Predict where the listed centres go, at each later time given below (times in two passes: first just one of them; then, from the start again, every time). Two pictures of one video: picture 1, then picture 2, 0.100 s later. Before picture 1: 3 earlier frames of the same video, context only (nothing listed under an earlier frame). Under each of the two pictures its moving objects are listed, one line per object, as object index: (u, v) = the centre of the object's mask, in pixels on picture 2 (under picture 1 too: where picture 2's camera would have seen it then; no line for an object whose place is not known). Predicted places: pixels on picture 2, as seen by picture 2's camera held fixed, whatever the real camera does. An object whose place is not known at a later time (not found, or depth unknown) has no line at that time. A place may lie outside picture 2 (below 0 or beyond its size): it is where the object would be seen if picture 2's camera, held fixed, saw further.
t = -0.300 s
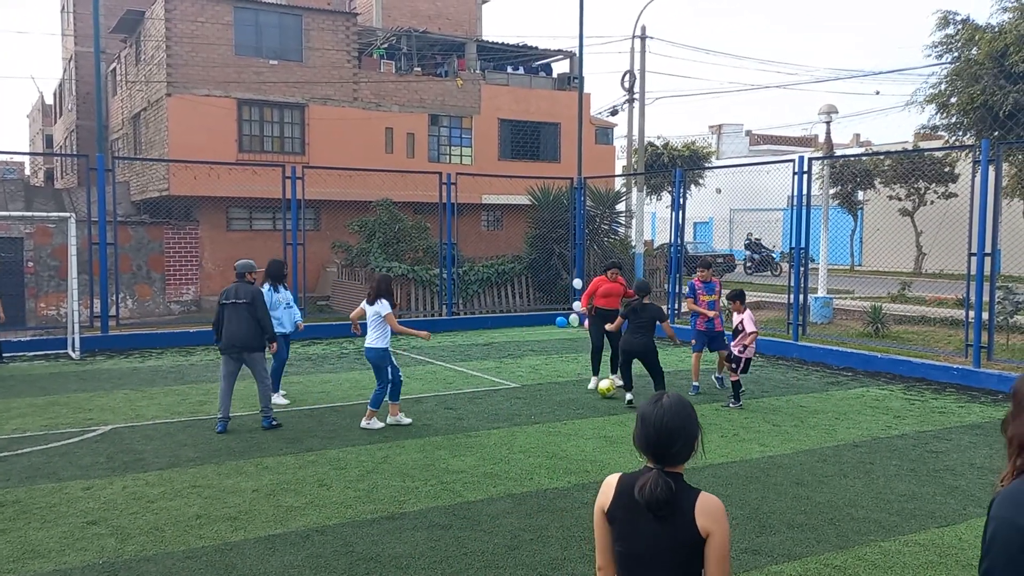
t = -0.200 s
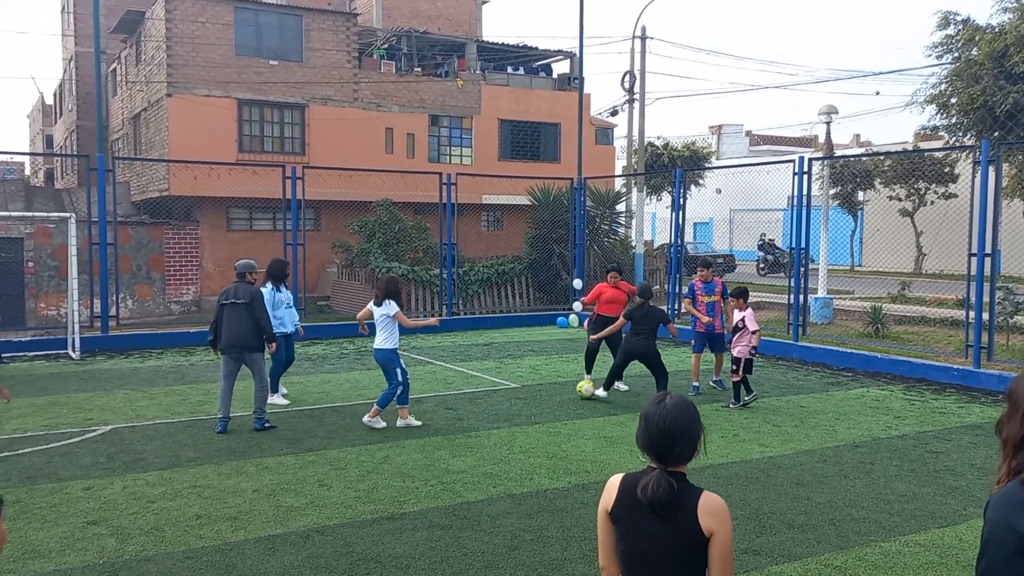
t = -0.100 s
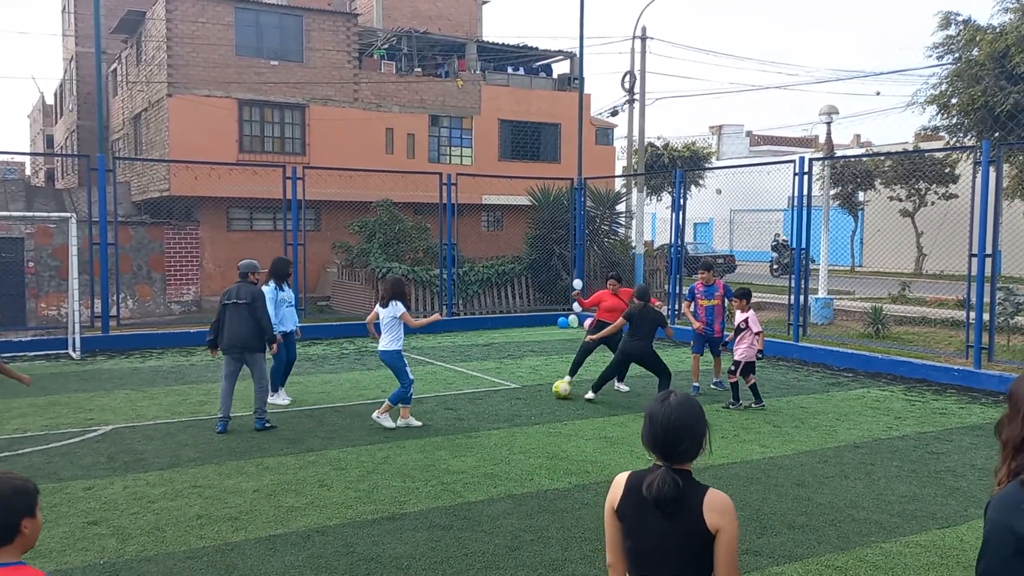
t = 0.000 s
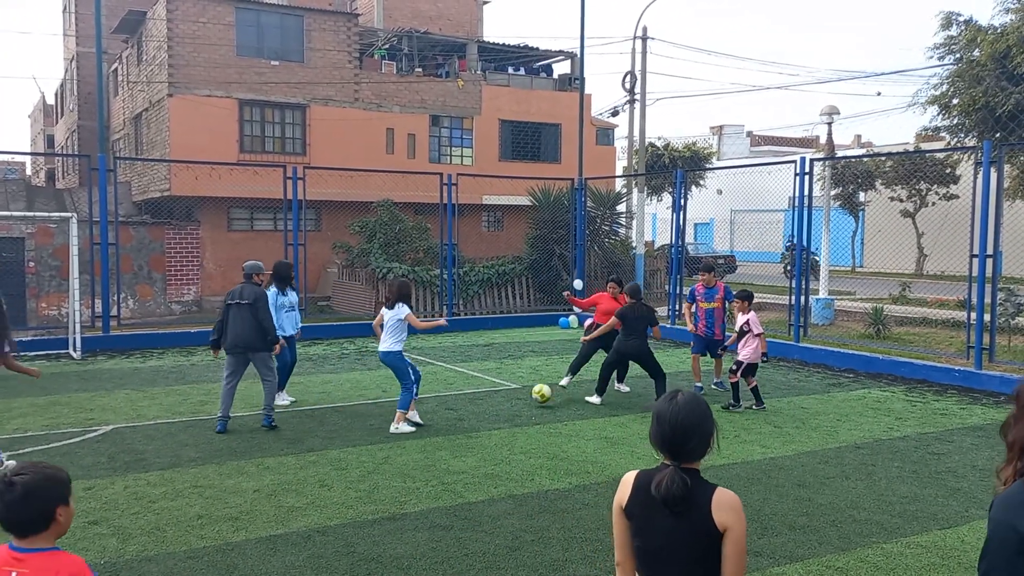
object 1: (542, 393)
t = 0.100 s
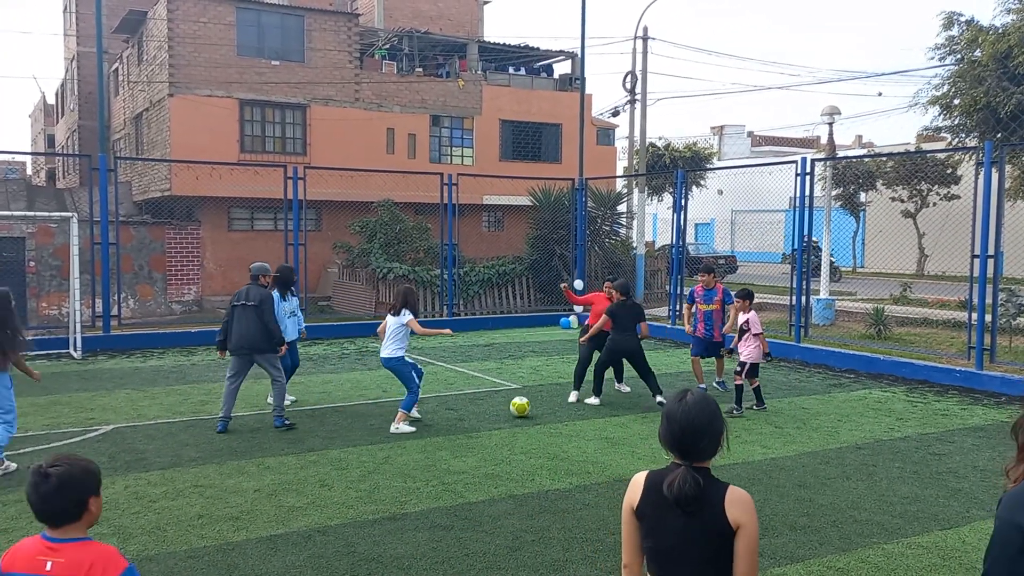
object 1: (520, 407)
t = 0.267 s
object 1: (482, 416)
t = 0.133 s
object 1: (513, 409)
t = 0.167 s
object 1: (506, 408)
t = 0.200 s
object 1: (498, 410)
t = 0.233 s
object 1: (490, 413)
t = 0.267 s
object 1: (482, 416)
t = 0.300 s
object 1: (473, 423)
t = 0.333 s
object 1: (464, 429)
